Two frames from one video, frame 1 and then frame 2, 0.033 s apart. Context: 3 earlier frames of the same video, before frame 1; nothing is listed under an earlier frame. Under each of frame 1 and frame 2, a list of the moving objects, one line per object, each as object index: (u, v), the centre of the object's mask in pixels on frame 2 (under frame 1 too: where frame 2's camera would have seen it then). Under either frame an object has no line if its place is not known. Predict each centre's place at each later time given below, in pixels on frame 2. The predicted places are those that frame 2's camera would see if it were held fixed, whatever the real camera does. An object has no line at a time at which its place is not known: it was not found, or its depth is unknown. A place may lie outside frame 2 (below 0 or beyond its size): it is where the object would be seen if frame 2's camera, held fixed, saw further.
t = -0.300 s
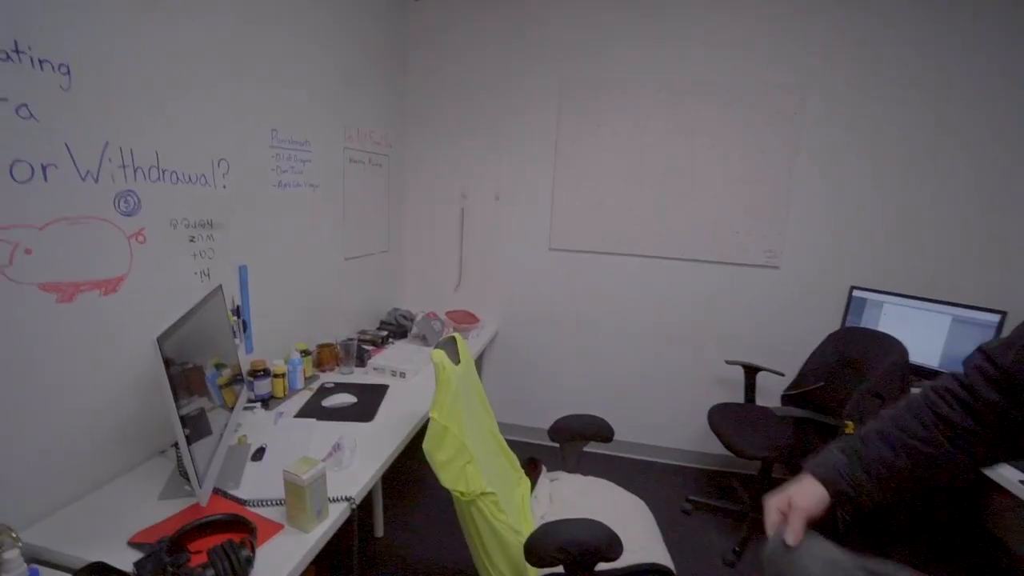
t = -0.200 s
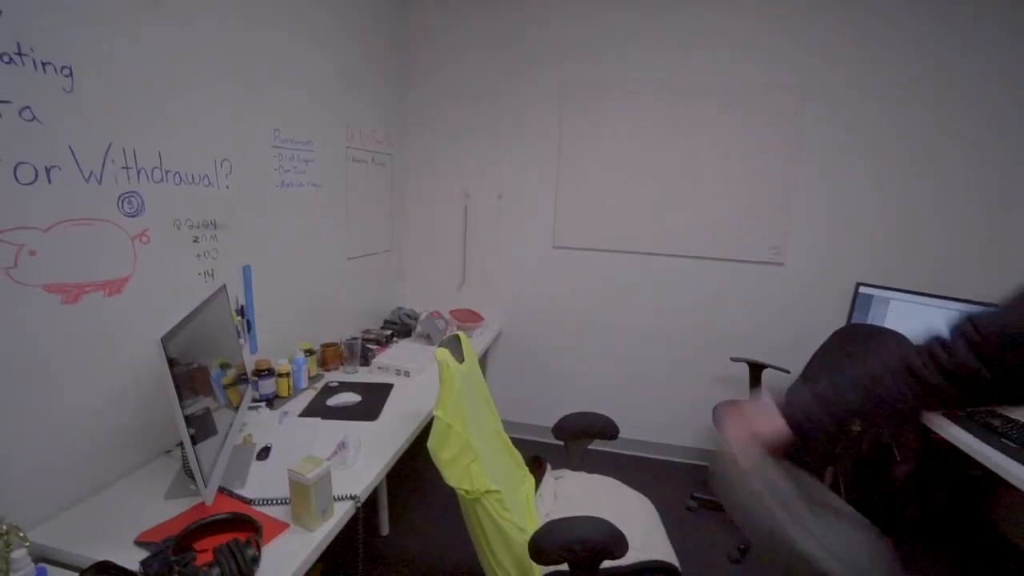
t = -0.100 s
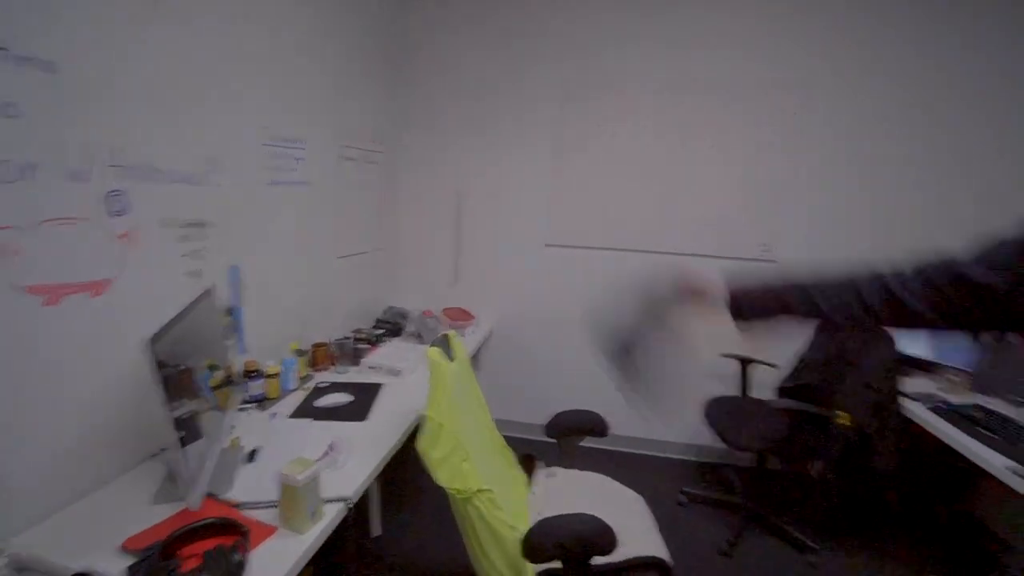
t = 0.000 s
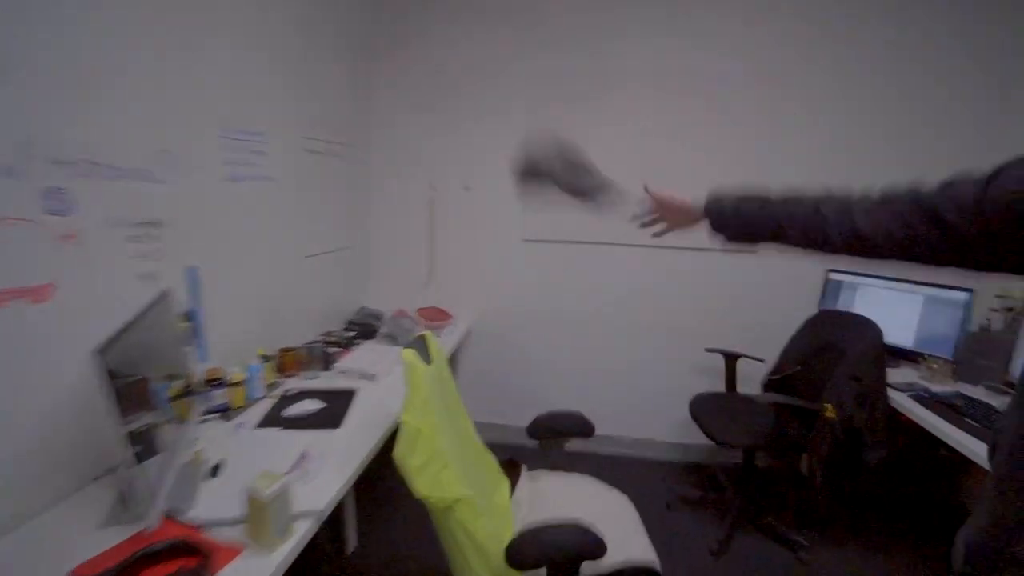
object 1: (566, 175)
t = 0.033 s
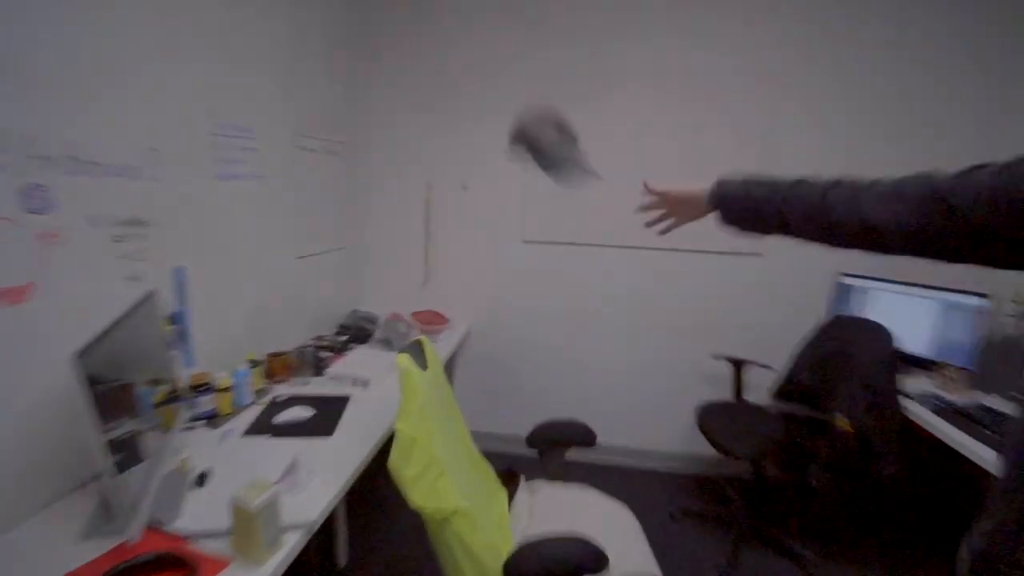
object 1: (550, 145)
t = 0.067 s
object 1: (531, 128)
